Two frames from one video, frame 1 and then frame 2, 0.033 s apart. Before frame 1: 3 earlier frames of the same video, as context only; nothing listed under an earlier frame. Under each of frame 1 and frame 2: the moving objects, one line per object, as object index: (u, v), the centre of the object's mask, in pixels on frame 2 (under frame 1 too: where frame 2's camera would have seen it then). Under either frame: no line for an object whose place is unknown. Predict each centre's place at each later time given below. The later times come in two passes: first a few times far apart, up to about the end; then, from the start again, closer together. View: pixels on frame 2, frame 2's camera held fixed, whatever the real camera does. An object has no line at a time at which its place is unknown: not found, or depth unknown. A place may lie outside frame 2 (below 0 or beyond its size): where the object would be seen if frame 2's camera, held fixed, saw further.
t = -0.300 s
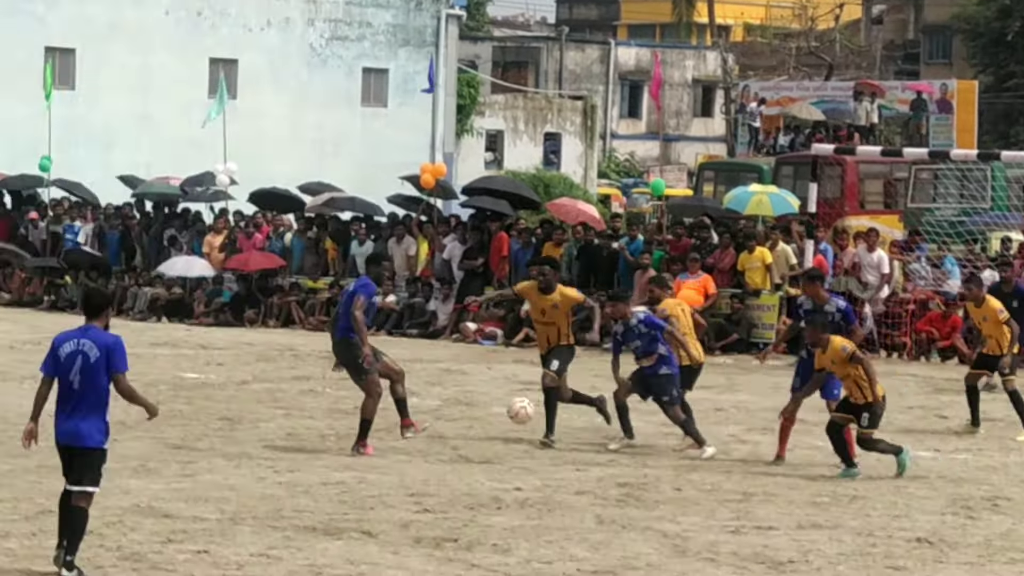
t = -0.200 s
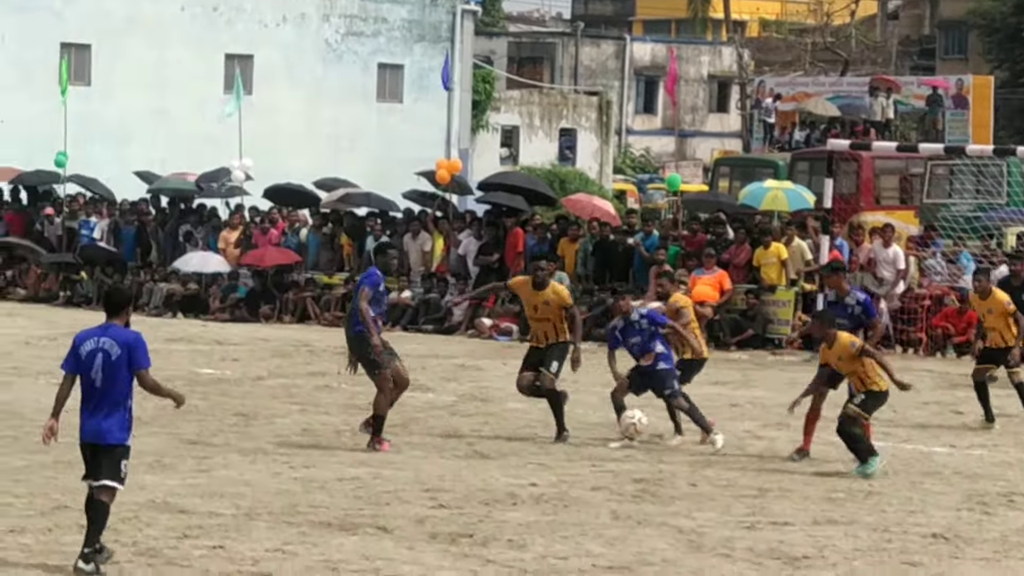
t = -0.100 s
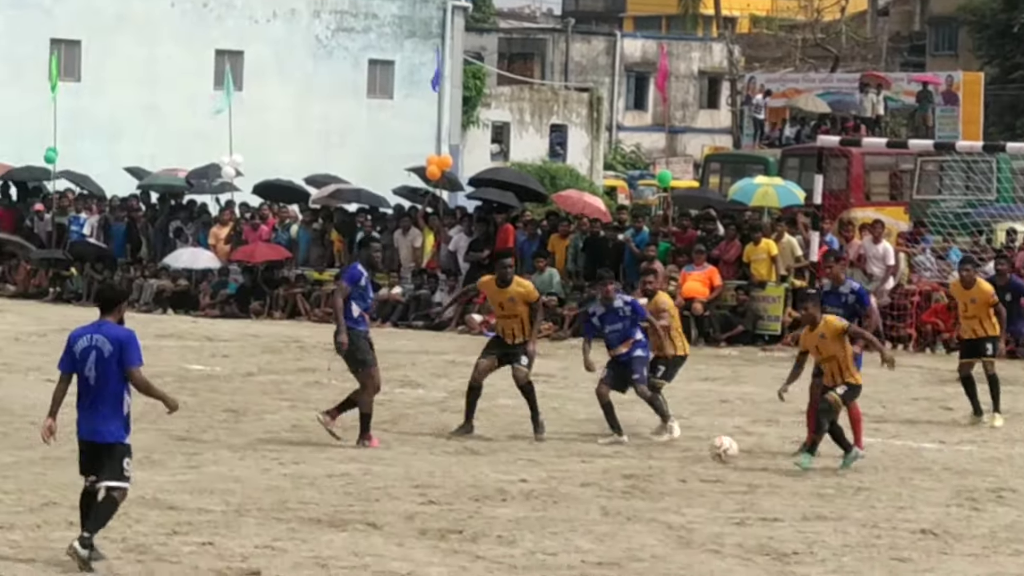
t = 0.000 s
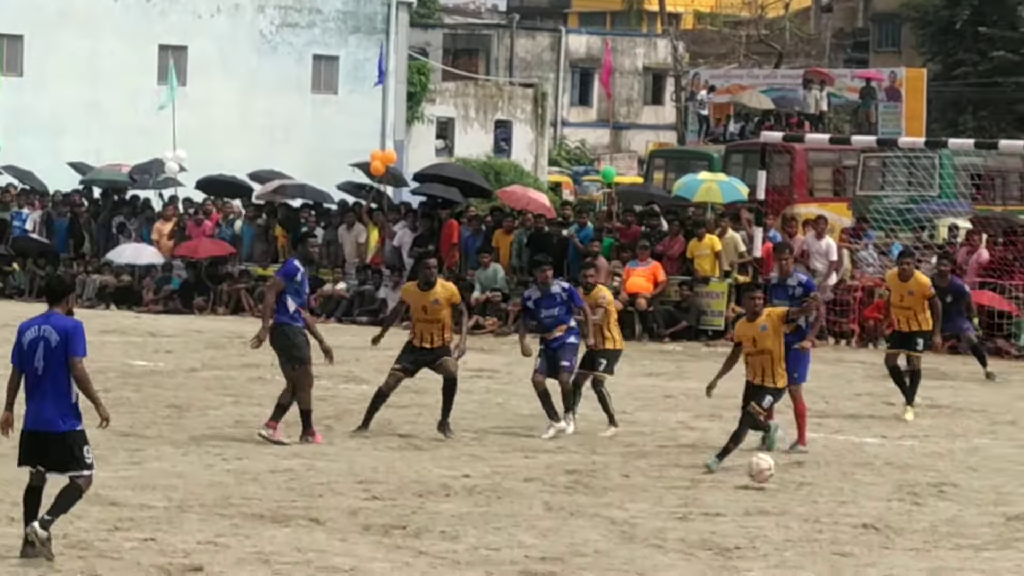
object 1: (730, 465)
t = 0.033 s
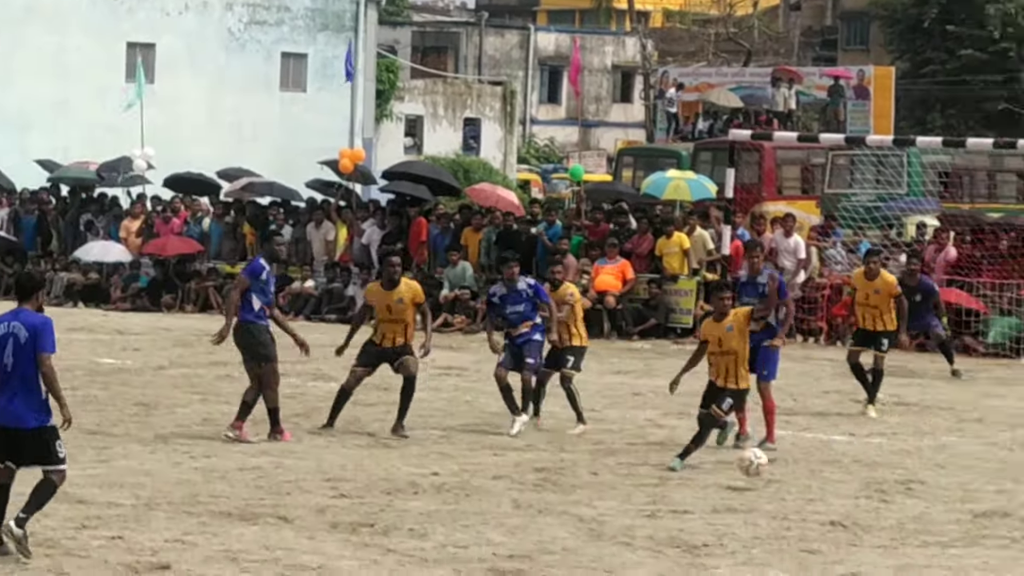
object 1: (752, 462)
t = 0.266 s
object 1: (930, 482)
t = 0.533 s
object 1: (1121, 498)
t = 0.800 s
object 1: (1319, 545)
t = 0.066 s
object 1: (778, 459)
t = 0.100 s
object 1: (804, 458)
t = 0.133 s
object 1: (829, 461)
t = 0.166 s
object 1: (853, 462)
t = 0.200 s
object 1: (878, 467)
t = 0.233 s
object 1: (904, 474)
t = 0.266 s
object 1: (930, 482)
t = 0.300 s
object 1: (956, 493)
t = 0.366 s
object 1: (1008, 510)
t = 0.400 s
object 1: (1029, 503)
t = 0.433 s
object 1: (1051, 498)
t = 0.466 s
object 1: (1074, 498)
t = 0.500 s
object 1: (1097, 497)
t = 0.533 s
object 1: (1121, 498)
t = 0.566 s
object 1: (1145, 502)
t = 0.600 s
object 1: (1169, 507)
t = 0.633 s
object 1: (1193, 513)
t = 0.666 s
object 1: (1218, 524)
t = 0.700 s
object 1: (1241, 535)
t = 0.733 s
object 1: (1267, 548)
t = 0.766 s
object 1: (1293, 551)
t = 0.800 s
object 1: (1319, 545)
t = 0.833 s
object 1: (1347, 541)
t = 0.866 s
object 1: (1376, 541)
